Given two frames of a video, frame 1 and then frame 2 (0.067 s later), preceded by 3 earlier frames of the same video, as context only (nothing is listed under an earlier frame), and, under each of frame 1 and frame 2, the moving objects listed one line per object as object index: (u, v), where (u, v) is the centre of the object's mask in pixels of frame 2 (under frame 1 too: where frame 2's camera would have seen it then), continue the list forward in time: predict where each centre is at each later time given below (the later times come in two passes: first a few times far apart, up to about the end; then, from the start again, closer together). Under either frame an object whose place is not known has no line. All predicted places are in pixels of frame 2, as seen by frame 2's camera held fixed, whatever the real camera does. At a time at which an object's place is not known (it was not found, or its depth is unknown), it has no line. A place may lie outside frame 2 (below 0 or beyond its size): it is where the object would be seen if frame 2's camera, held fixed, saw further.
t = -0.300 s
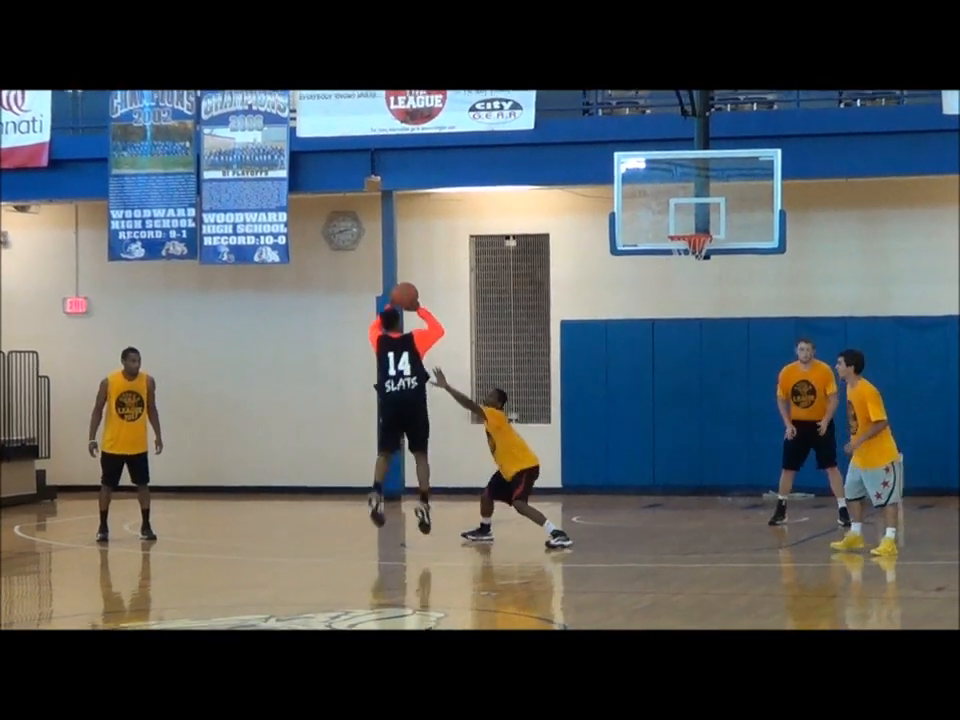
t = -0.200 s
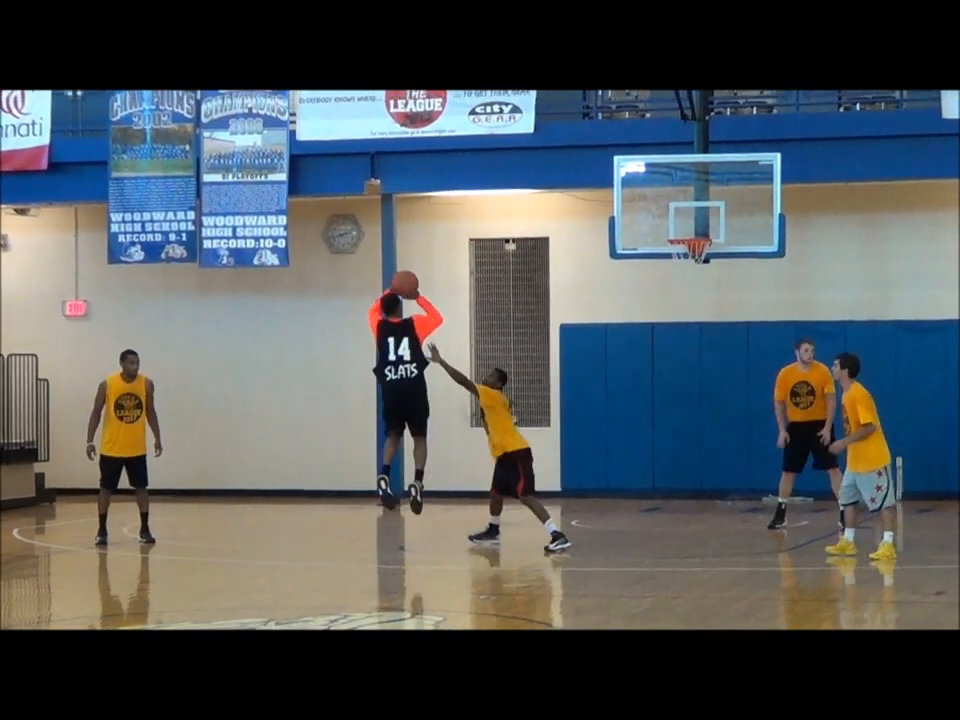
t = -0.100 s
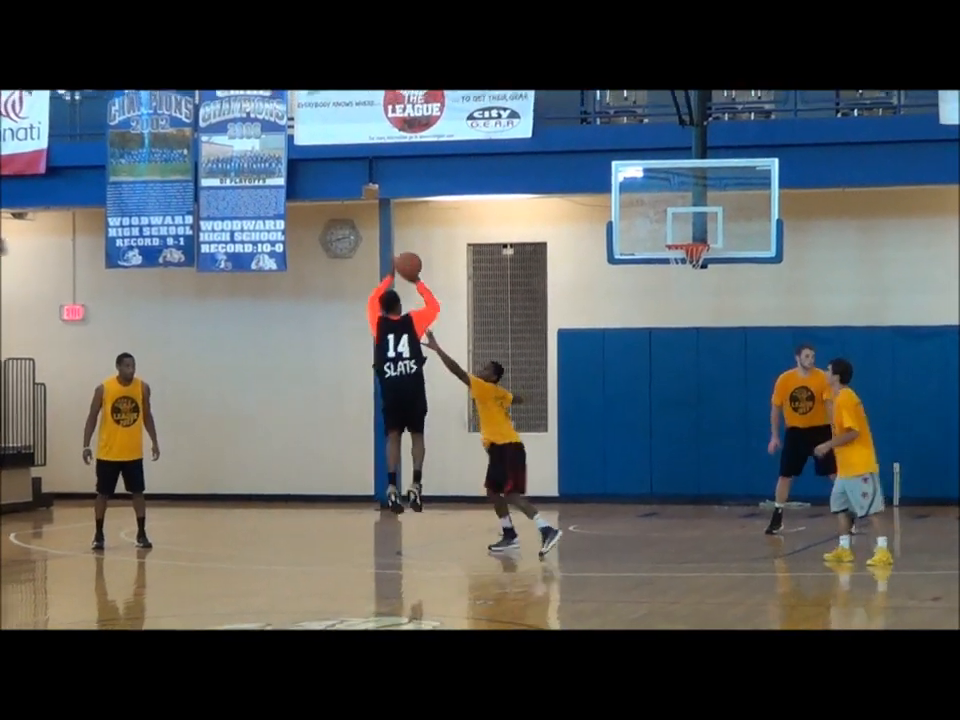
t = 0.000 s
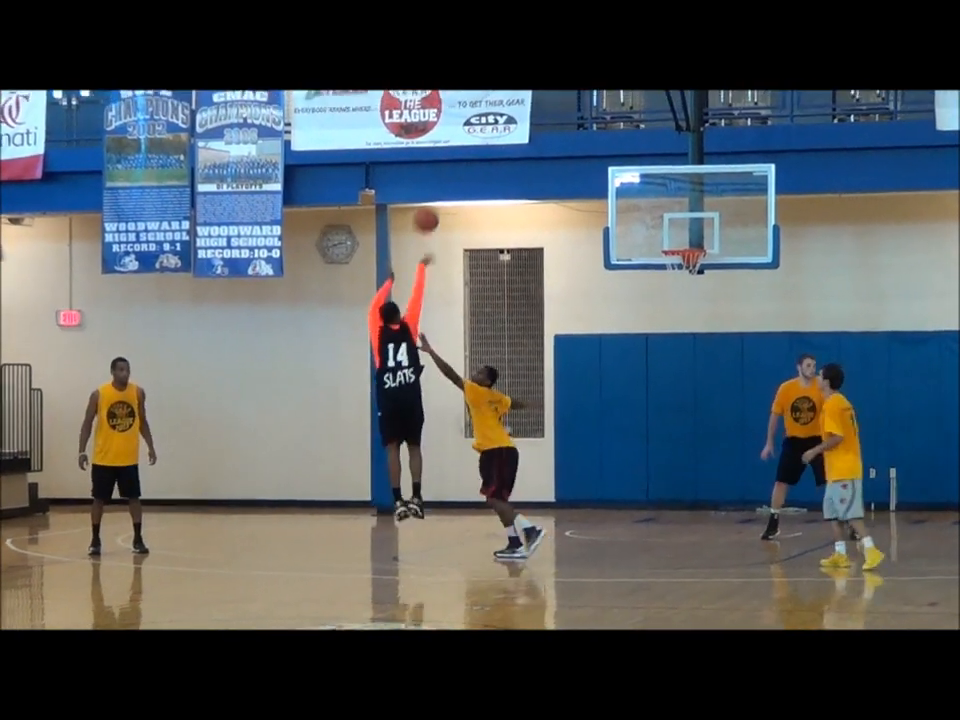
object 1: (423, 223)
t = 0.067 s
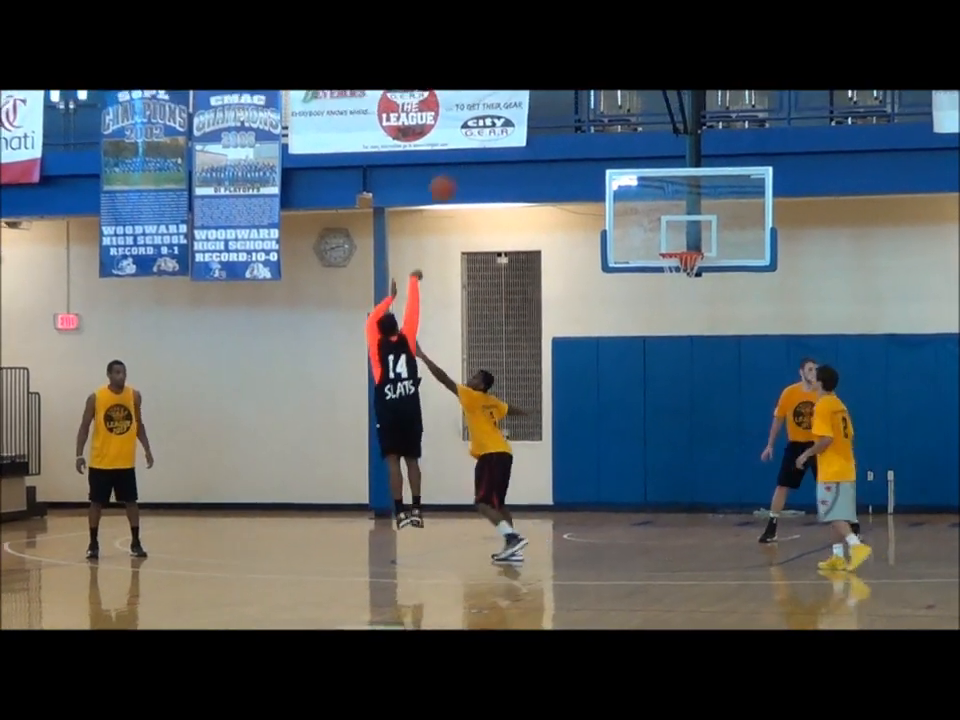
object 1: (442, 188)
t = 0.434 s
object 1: (542, 96)
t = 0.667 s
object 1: (598, 108)
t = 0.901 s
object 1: (651, 170)
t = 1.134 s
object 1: (681, 270)
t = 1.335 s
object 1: (642, 353)
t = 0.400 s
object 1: (533, 97)
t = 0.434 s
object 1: (542, 96)
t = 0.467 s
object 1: (550, 95)
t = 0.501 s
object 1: (559, 94)
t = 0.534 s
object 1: (567, 94)
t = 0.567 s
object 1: (576, 96)
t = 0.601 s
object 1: (582, 99)
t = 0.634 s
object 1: (591, 103)
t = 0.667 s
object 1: (598, 108)
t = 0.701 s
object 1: (605, 114)
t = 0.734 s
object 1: (615, 122)
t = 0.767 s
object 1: (622, 129)
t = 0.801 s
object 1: (629, 138)
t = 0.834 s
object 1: (636, 148)
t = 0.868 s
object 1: (644, 159)
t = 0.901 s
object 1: (651, 170)
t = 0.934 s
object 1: (659, 184)
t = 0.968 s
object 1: (666, 198)
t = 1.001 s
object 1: (673, 210)
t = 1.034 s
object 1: (680, 227)
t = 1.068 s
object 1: (687, 243)
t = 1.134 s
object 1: (681, 270)
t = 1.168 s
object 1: (674, 285)
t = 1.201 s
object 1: (667, 297)
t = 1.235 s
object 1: (661, 309)
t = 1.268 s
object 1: (655, 322)
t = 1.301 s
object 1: (648, 337)
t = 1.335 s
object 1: (642, 353)
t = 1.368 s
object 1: (635, 370)
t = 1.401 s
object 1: (629, 387)
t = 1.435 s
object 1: (624, 405)
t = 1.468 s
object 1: (619, 425)
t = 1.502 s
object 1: (613, 445)
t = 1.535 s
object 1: (608, 466)
